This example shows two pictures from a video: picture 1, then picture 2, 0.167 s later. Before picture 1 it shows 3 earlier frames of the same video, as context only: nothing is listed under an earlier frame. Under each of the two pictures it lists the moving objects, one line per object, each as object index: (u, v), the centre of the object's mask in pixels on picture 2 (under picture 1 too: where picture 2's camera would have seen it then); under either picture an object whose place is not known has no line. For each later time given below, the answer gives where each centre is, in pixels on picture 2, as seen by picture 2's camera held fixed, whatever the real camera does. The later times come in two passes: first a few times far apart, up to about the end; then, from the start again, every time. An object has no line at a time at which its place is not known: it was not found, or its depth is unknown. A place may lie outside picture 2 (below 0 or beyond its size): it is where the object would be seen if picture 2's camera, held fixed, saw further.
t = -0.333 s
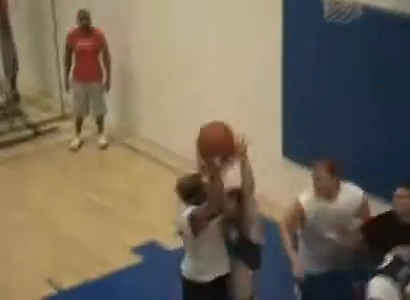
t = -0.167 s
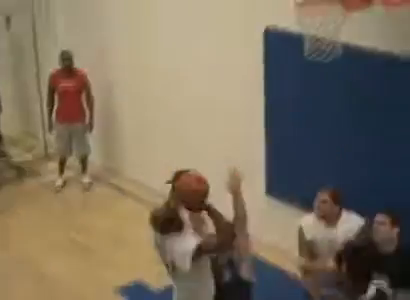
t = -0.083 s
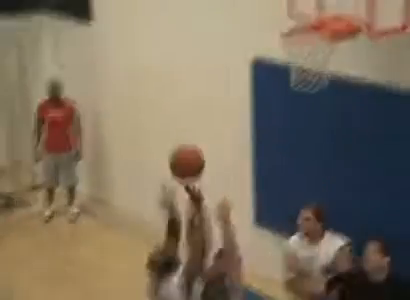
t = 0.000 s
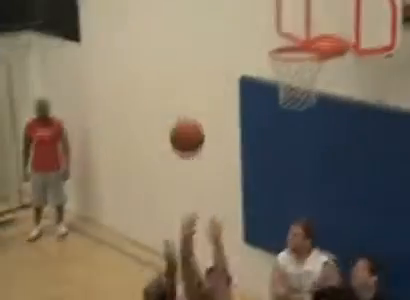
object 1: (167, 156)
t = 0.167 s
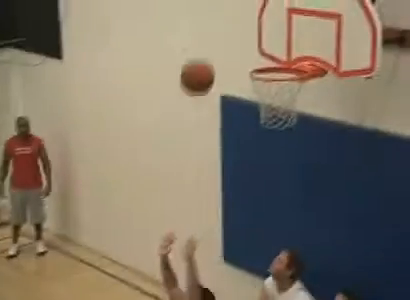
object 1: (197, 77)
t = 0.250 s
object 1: (213, 51)
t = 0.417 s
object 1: (240, 38)
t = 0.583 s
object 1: (265, 60)
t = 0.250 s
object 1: (213, 51)
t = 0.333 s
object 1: (225, 41)
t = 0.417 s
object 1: (240, 38)
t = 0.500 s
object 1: (250, 42)
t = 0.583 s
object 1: (265, 60)
